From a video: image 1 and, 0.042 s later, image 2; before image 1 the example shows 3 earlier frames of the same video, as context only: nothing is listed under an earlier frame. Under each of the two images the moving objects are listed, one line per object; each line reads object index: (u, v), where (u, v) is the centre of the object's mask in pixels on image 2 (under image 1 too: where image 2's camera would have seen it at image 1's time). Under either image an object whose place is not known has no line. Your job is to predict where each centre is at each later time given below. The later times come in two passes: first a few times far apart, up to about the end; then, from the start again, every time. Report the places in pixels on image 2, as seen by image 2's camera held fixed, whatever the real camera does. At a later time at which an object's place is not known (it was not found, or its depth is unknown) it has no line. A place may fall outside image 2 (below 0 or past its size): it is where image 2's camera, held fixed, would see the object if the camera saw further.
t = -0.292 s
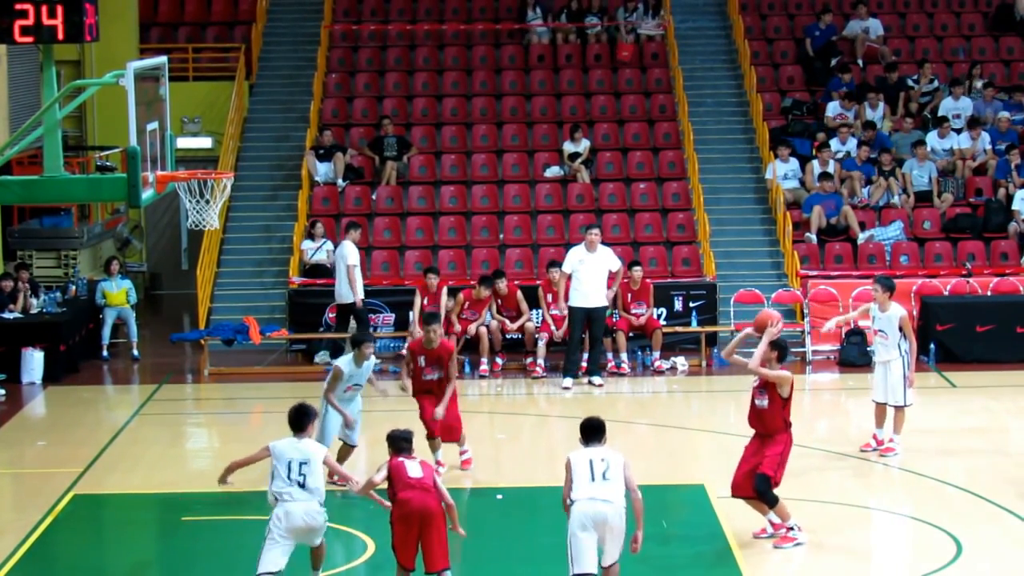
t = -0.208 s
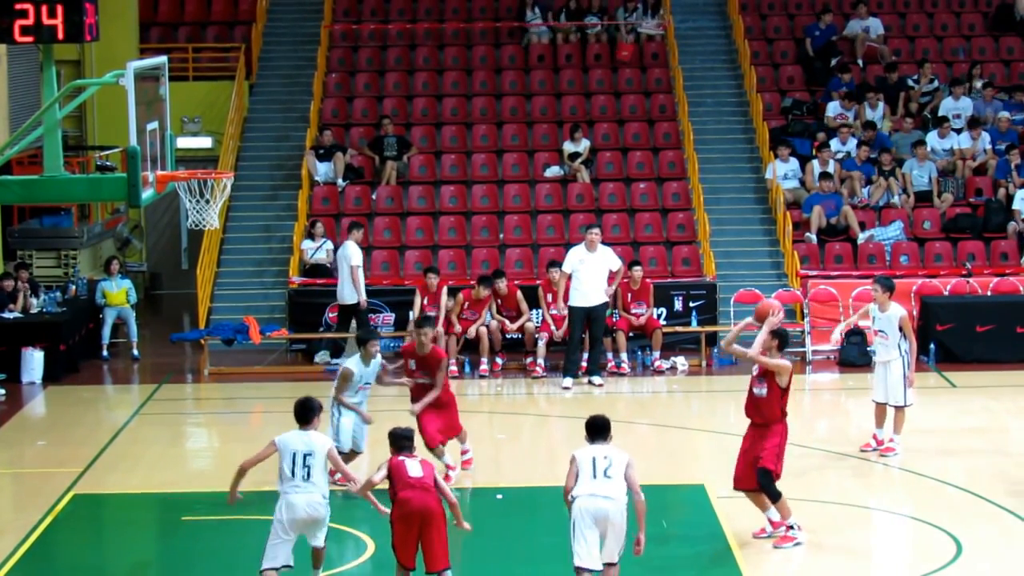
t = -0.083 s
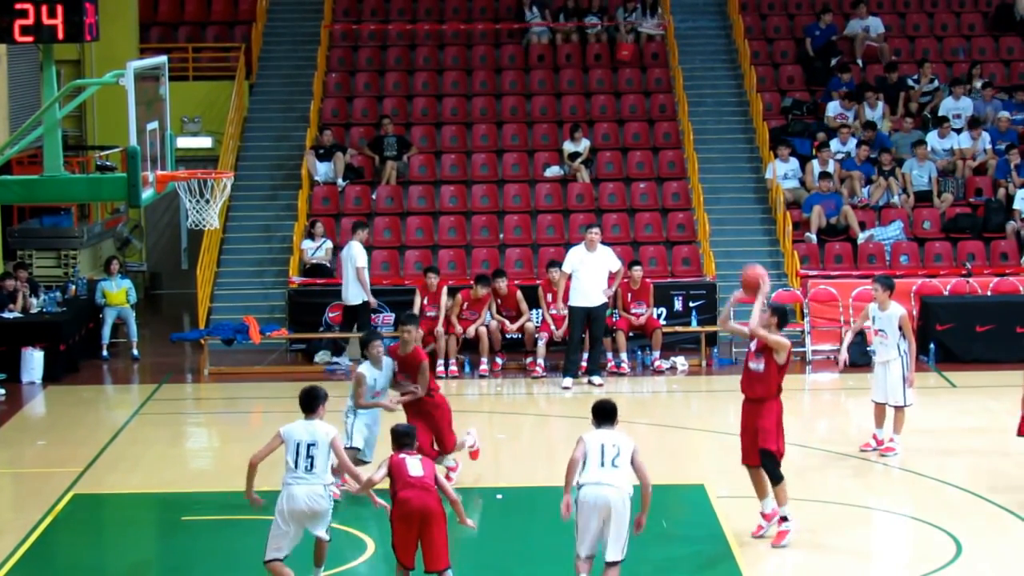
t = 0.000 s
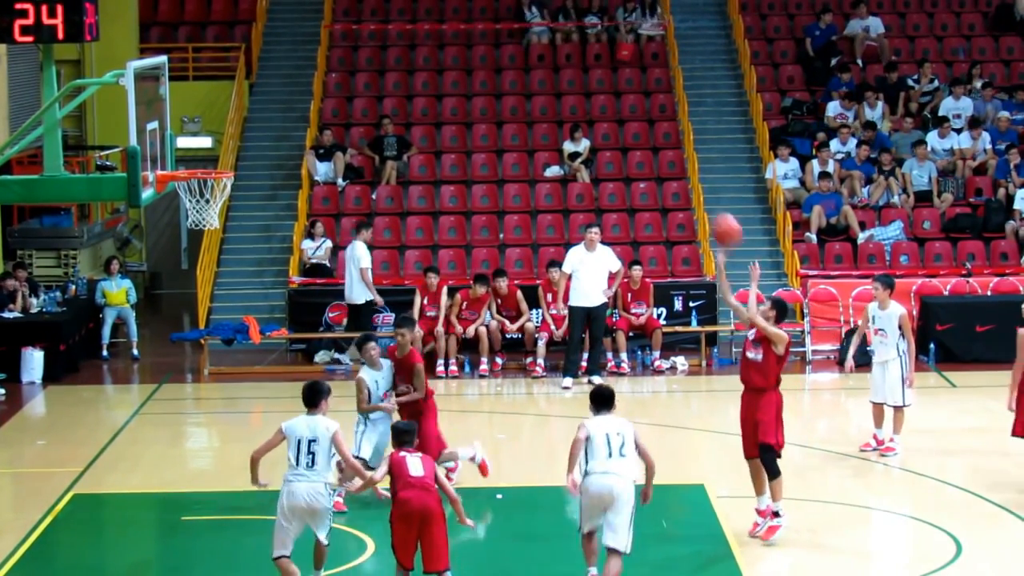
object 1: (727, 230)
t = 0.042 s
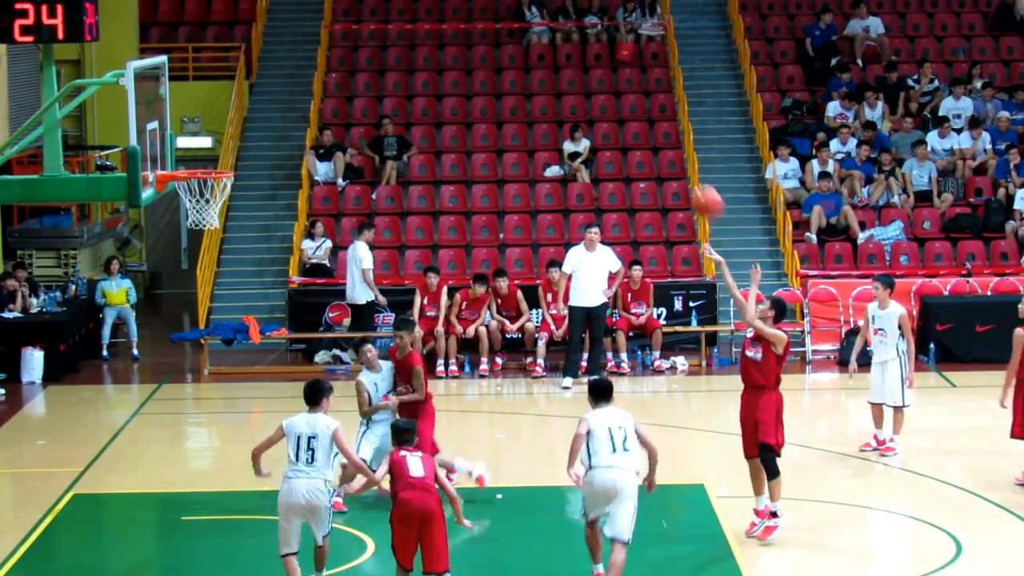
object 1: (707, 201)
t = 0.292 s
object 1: (589, 74)
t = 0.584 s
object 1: (452, 15)
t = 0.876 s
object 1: (316, 59)
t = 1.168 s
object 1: (184, 205)
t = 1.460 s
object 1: (147, 292)
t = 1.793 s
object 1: (105, 514)
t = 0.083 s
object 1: (687, 174)
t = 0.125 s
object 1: (668, 150)
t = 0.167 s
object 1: (648, 129)
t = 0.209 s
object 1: (629, 108)
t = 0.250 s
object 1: (609, 88)
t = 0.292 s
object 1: (589, 74)
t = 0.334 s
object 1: (570, 59)
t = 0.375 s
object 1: (551, 47)
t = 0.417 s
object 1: (531, 36)
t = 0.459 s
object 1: (511, 28)
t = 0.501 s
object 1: (491, 21)
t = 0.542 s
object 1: (472, 17)
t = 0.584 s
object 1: (452, 15)
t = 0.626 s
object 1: (433, 15)
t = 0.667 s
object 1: (412, 17)
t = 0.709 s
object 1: (393, 22)
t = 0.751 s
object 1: (374, 28)
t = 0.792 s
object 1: (354, 36)
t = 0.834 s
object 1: (335, 47)
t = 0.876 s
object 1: (316, 59)
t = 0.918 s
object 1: (296, 75)
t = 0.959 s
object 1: (277, 92)
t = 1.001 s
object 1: (259, 111)
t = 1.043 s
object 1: (239, 134)
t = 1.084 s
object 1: (220, 157)
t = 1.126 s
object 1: (200, 187)
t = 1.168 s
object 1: (184, 205)
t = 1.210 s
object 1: (176, 214)
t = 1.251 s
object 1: (171, 221)
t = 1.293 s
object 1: (167, 231)
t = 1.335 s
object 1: (162, 243)
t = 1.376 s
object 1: (156, 258)
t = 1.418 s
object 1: (151, 274)
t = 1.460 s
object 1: (147, 292)
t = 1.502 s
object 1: (142, 312)
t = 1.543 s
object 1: (136, 334)
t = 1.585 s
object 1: (131, 358)
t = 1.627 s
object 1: (126, 385)
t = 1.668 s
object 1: (119, 416)
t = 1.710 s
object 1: (115, 447)
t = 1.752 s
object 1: (110, 478)
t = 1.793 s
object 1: (105, 514)
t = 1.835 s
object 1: (104, 524)
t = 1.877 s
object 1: (106, 499)
